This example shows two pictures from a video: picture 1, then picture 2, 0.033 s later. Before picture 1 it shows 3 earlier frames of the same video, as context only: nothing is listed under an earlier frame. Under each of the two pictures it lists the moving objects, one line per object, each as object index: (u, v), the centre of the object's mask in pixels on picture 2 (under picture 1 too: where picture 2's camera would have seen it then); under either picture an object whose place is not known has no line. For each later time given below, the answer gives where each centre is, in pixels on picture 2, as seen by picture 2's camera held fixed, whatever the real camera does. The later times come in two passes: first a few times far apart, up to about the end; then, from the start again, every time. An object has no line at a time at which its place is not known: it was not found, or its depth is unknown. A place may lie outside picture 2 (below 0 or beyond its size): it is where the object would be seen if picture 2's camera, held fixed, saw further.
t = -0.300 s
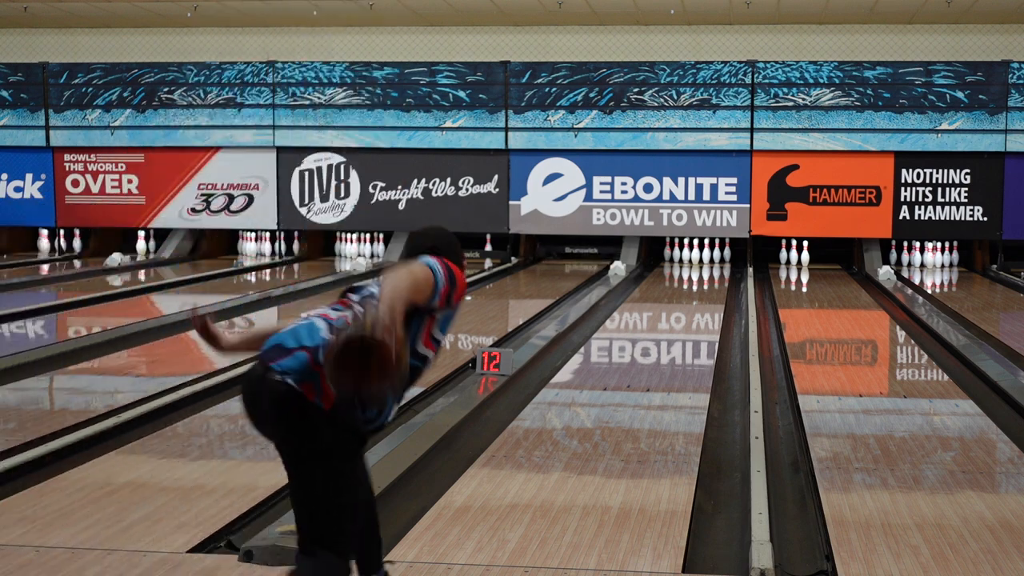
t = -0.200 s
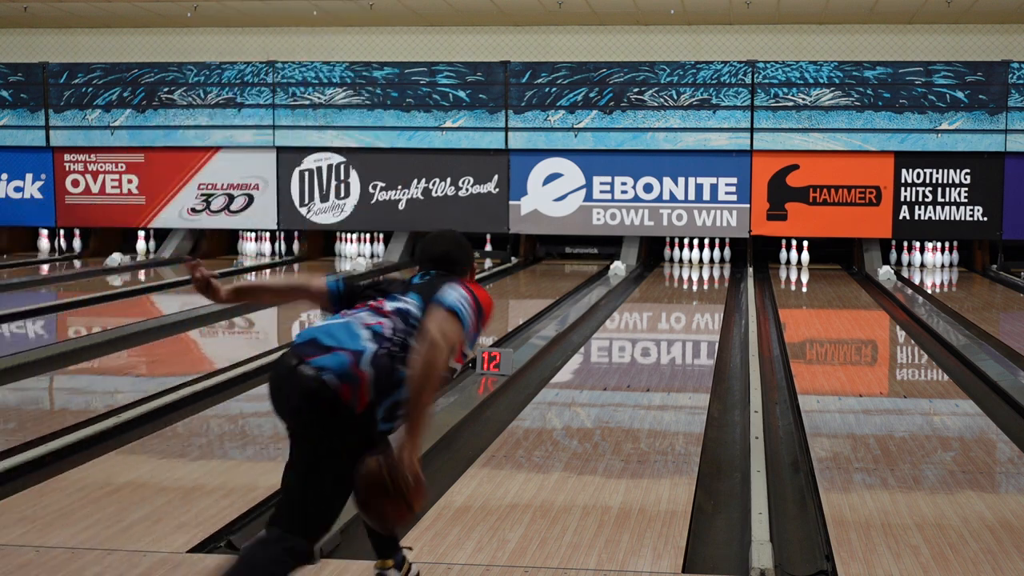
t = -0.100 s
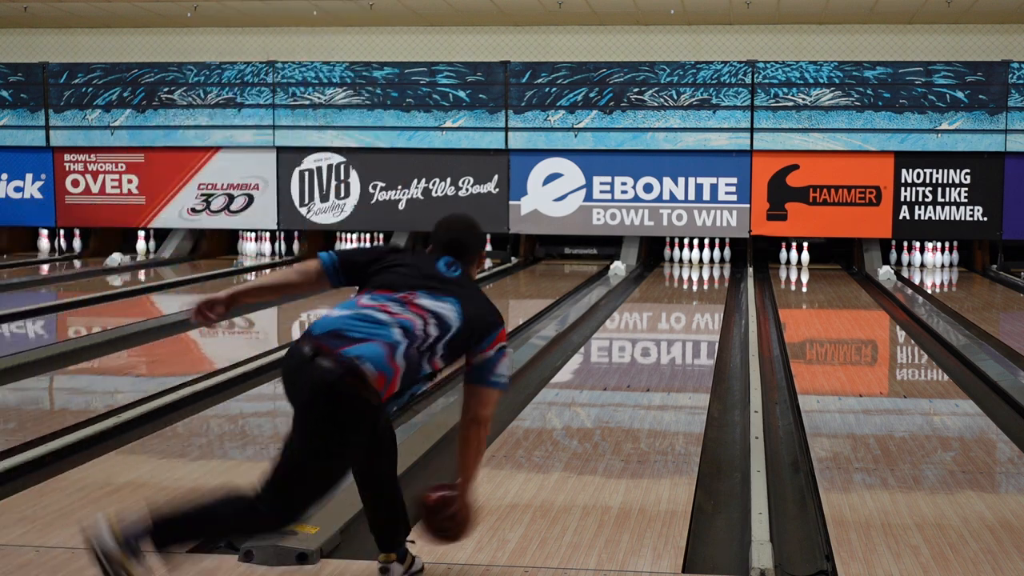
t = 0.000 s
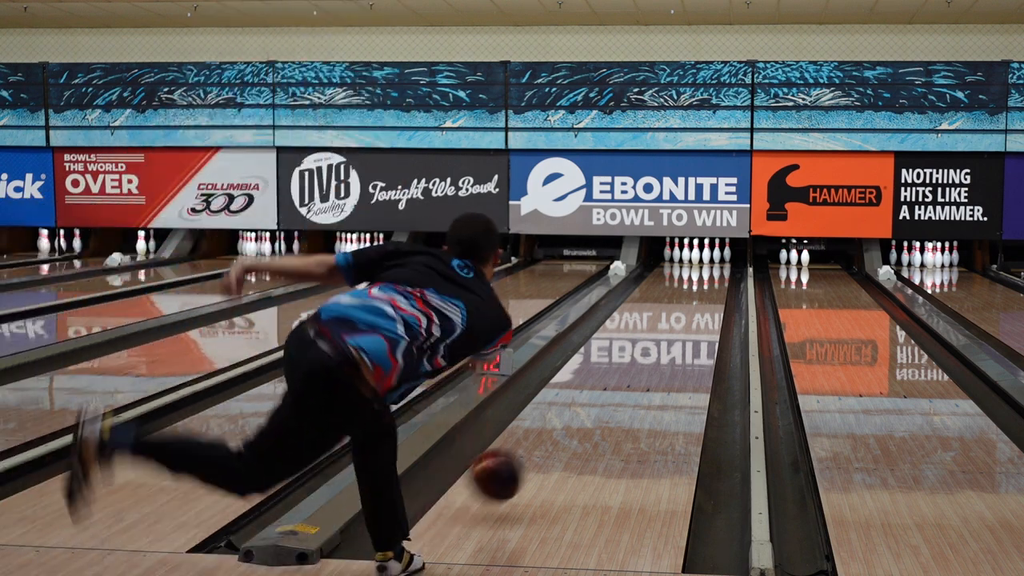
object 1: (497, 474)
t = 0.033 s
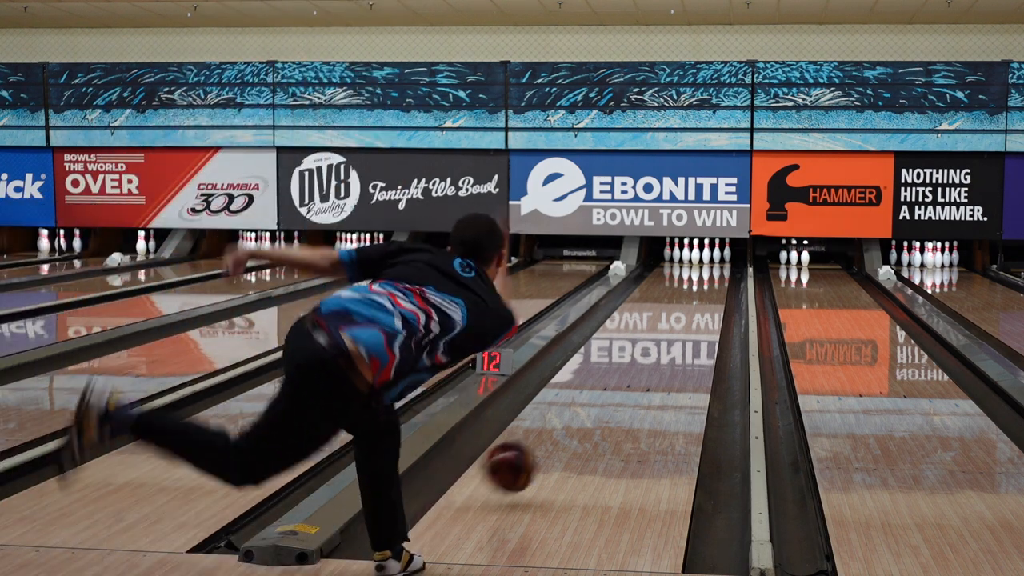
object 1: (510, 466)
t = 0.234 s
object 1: (575, 421)
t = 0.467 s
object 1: (623, 374)
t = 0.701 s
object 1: (655, 343)
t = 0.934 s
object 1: (678, 320)
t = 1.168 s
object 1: (695, 303)
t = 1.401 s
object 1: (707, 288)
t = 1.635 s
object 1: (714, 278)
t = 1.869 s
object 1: (713, 269)
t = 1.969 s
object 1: (710, 266)
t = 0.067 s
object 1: (523, 461)
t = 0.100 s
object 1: (534, 459)
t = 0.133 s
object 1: (546, 447)
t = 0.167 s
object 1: (556, 438)
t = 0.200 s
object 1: (566, 430)
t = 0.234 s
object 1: (575, 421)
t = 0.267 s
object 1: (582, 415)
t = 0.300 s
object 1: (590, 406)
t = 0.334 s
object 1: (598, 399)
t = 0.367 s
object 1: (605, 392)
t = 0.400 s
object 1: (611, 386)
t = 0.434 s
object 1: (618, 380)
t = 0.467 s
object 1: (623, 374)
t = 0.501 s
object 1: (629, 370)
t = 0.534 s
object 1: (633, 365)
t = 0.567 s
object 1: (638, 360)
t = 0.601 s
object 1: (643, 355)
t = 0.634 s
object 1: (648, 351)
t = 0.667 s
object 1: (651, 347)
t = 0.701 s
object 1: (655, 343)
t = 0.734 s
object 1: (659, 339)
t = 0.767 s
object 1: (663, 336)
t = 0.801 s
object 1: (666, 333)
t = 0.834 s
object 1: (669, 329)
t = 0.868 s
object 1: (672, 326)
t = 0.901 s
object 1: (676, 323)
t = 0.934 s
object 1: (678, 320)
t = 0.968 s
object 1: (681, 317)
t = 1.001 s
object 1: (684, 314)
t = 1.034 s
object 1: (686, 312)
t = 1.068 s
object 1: (689, 309)
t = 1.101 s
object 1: (691, 307)
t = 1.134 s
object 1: (693, 305)
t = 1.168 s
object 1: (695, 303)
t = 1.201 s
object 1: (697, 300)
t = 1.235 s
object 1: (699, 298)
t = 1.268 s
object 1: (701, 296)
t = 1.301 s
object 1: (703, 294)
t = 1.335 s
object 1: (704, 292)
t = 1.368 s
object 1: (705, 290)
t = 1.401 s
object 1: (707, 288)
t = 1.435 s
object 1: (709, 287)
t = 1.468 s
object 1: (710, 285)
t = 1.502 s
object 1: (711, 284)
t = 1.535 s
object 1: (712, 282)
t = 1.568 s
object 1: (713, 280)
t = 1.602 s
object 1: (713, 279)
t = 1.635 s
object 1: (714, 278)
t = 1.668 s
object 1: (714, 276)
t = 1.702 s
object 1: (714, 275)
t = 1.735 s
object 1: (714, 273)
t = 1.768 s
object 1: (714, 272)
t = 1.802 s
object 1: (714, 271)
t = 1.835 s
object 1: (713, 270)
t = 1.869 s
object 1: (713, 269)
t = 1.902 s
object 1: (712, 268)
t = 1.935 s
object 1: (711, 266)
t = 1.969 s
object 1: (710, 266)
